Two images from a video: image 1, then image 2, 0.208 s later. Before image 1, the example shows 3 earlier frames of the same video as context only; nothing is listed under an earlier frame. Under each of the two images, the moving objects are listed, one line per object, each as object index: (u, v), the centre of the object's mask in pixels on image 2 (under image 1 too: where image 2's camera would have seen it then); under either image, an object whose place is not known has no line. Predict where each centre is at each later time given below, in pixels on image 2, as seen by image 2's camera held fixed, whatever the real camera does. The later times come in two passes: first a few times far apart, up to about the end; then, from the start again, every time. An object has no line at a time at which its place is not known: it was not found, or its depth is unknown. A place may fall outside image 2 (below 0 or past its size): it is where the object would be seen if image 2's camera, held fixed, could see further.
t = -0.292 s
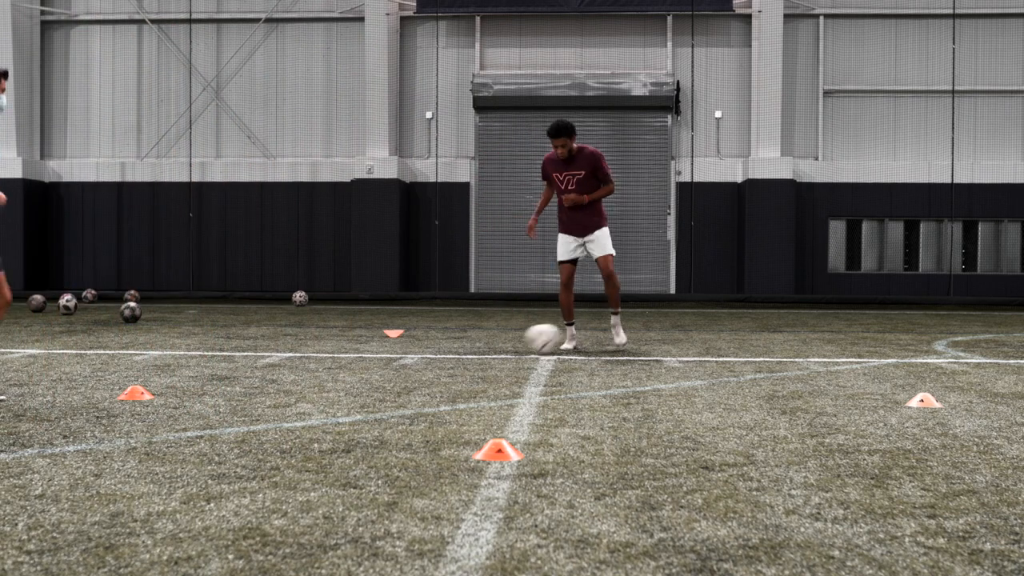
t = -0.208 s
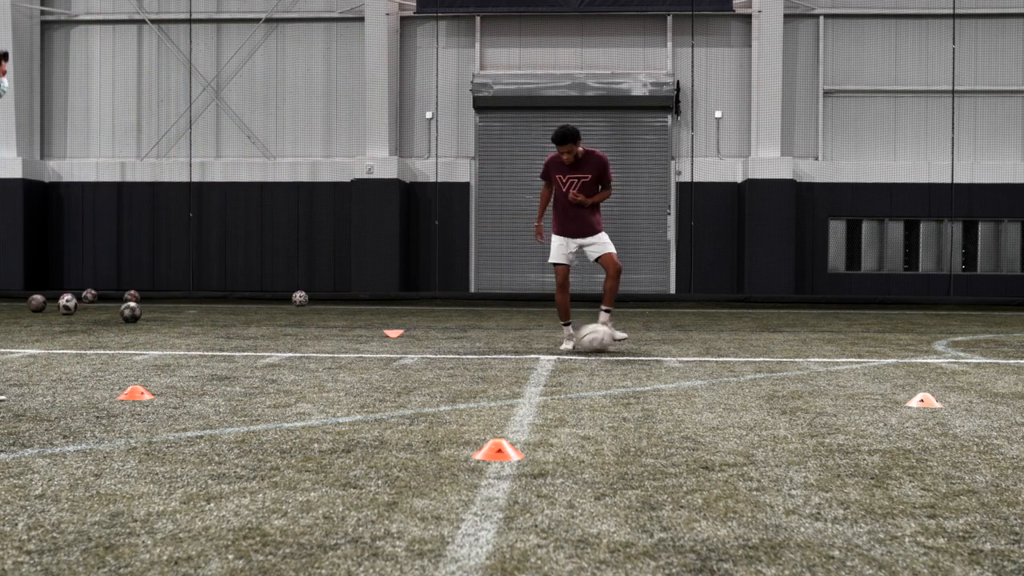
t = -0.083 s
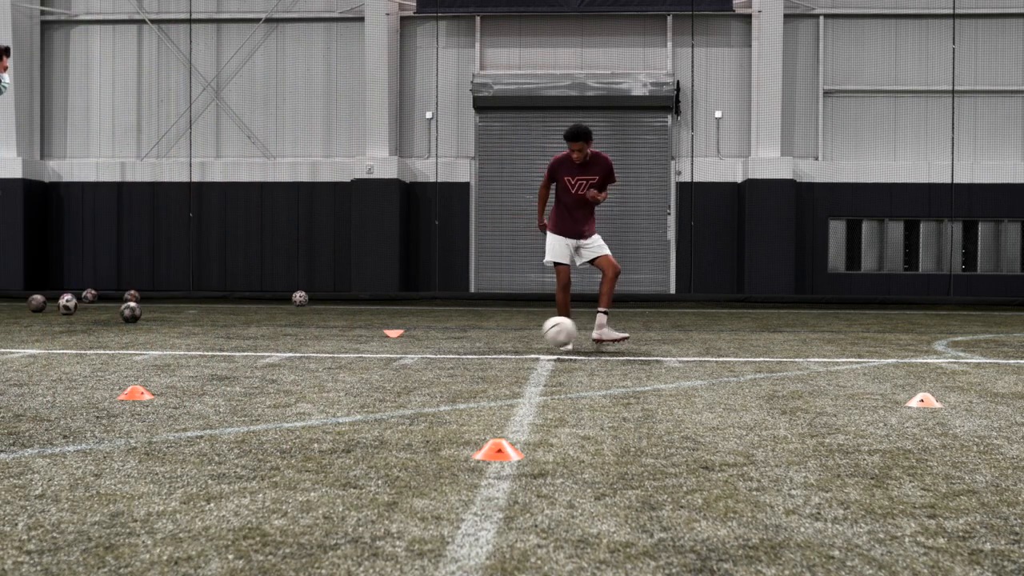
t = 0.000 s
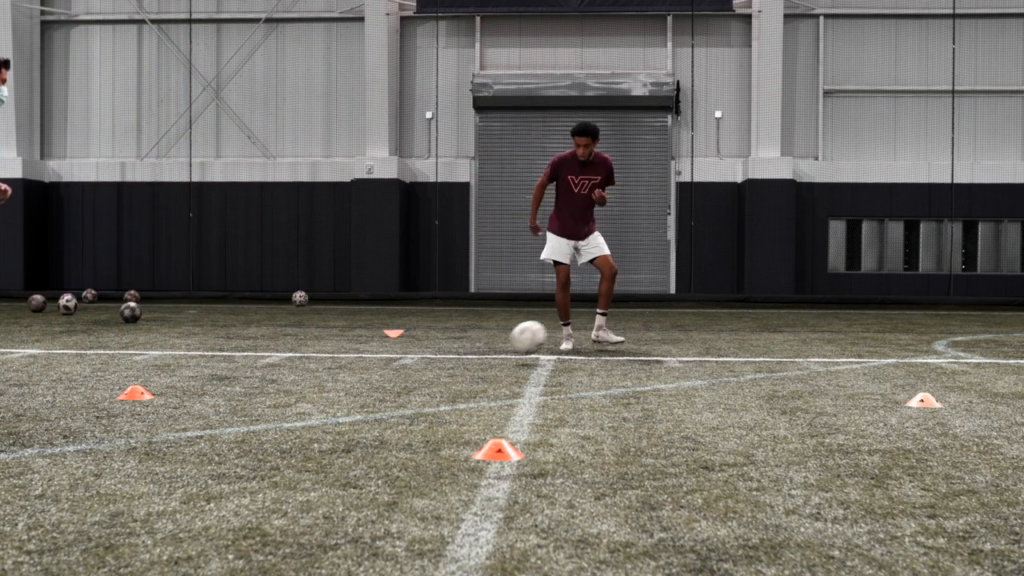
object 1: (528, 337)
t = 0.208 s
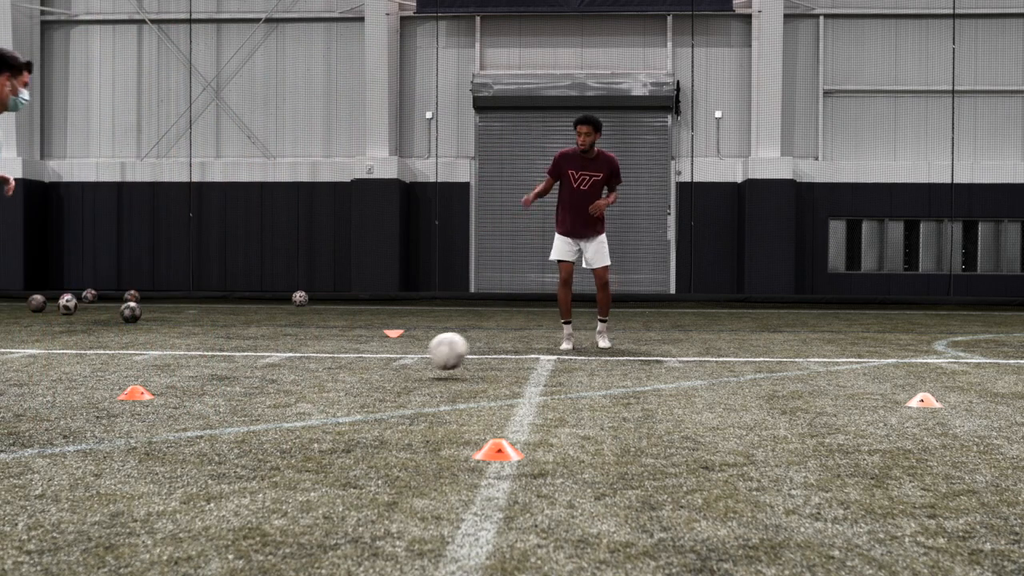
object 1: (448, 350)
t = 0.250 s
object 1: (431, 355)
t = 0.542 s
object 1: (297, 375)
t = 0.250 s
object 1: (431, 355)
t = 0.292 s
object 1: (415, 363)
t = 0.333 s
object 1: (396, 363)
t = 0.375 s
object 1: (378, 363)
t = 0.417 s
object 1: (358, 366)
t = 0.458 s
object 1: (338, 373)
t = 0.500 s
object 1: (317, 374)
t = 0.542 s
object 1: (297, 375)
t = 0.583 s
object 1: (274, 380)
